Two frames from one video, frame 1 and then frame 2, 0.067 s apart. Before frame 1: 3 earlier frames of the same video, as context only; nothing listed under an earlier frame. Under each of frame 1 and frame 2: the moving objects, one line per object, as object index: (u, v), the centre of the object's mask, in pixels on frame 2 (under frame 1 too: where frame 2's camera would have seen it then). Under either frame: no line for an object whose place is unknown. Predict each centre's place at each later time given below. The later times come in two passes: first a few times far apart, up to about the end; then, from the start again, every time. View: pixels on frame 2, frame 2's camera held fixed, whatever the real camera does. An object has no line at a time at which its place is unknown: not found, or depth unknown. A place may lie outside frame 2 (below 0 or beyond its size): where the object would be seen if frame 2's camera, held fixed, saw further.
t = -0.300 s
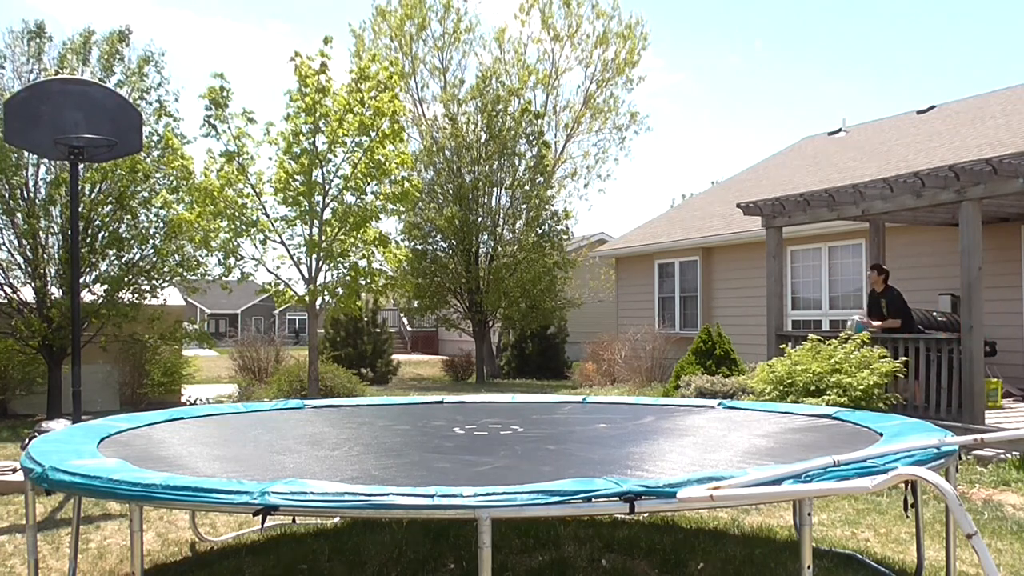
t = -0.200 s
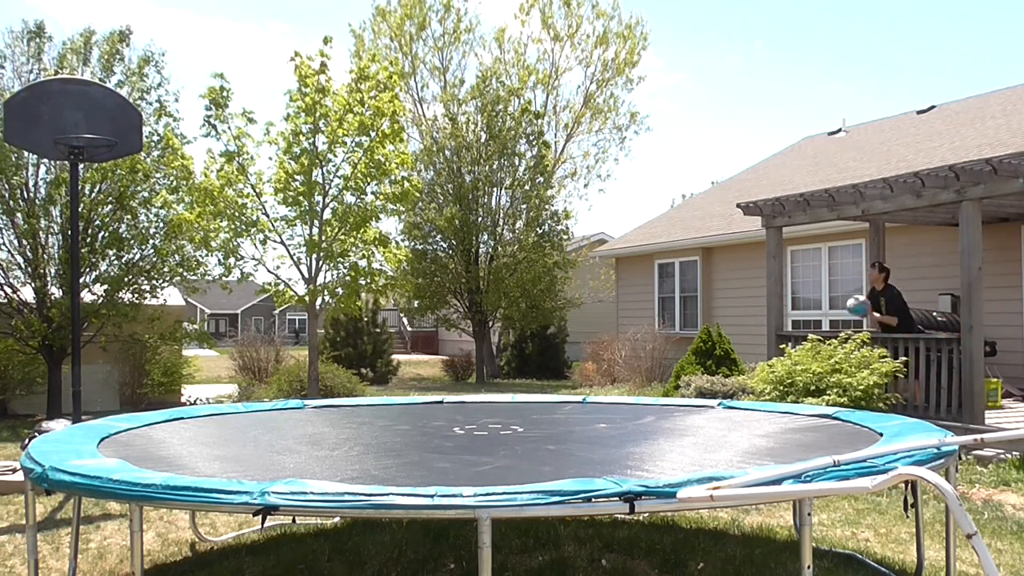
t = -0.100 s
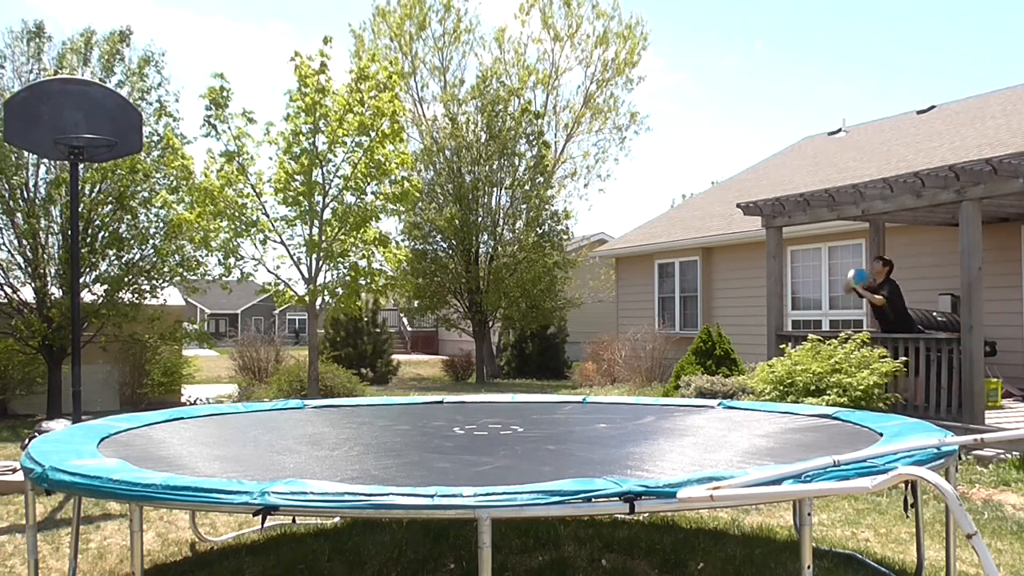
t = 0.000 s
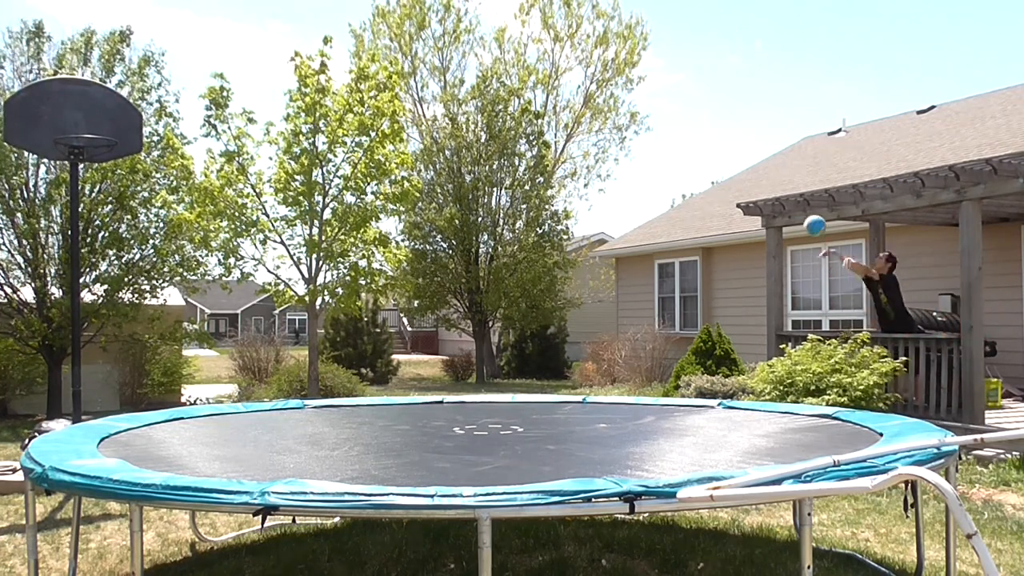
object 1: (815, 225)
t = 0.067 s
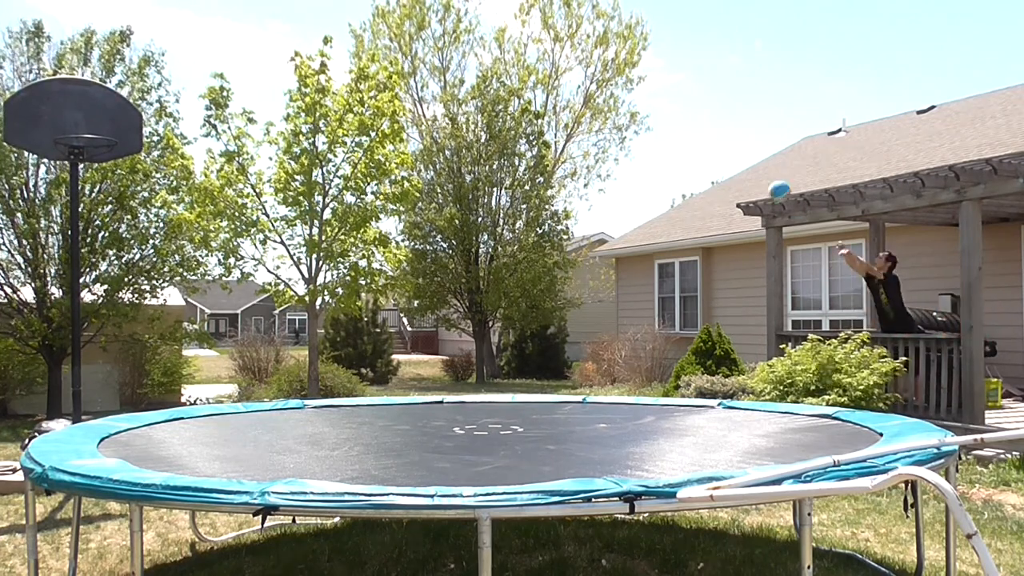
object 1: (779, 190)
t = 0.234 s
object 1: (688, 120)
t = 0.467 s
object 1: (552, 60)
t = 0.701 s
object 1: (409, 48)
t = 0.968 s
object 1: (231, 109)
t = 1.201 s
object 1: (93, 218)
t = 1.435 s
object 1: (175, 347)
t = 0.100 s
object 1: (761, 175)
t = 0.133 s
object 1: (743, 161)
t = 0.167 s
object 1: (725, 146)
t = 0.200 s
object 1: (707, 132)
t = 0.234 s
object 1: (688, 120)
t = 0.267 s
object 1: (669, 108)
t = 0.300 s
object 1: (650, 98)
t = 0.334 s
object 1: (631, 87)
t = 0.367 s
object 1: (611, 79)
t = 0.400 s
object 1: (592, 71)
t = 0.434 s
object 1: (572, 65)
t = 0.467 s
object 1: (552, 60)
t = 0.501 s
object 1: (532, 54)
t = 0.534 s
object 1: (512, 50)
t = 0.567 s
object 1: (492, 49)
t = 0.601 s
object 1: (471, 47)
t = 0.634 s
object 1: (450, 45)
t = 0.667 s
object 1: (429, 47)
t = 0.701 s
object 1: (409, 48)
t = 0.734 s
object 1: (386, 52)
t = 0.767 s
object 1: (365, 56)
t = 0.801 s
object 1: (342, 62)
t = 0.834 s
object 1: (321, 69)
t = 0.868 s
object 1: (298, 77)
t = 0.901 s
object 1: (276, 87)
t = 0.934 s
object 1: (253, 97)
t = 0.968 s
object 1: (231, 109)
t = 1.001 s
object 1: (208, 122)
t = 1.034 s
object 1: (184, 136)
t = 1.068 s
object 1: (161, 150)
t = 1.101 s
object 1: (139, 167)
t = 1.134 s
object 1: (113, 186)
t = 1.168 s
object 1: (88, 206)
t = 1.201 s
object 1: (93, 218)
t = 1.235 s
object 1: (103, 232)
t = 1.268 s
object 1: (115, 246)
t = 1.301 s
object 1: (127, 262)
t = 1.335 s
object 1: (139, 282)
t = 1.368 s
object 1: (151, 303)
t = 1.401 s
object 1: (163, 324)
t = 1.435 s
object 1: (175, 347)
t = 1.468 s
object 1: (188, 373)
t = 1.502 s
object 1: (198, 397)
